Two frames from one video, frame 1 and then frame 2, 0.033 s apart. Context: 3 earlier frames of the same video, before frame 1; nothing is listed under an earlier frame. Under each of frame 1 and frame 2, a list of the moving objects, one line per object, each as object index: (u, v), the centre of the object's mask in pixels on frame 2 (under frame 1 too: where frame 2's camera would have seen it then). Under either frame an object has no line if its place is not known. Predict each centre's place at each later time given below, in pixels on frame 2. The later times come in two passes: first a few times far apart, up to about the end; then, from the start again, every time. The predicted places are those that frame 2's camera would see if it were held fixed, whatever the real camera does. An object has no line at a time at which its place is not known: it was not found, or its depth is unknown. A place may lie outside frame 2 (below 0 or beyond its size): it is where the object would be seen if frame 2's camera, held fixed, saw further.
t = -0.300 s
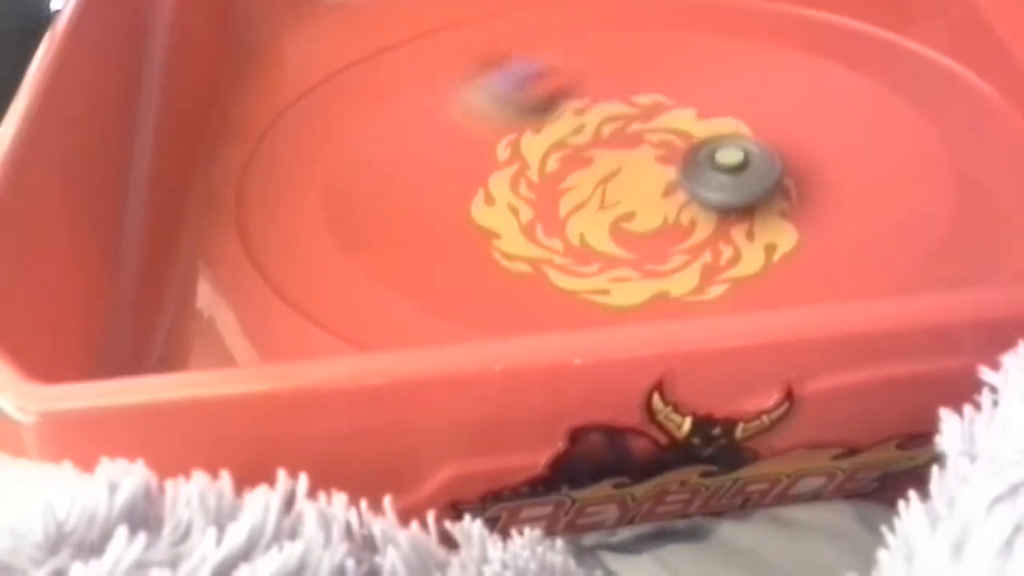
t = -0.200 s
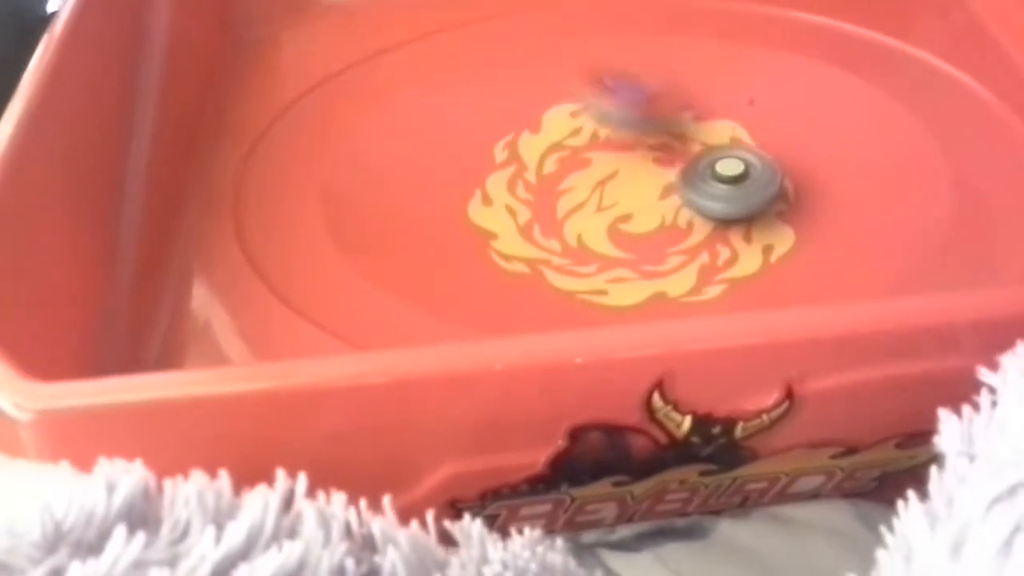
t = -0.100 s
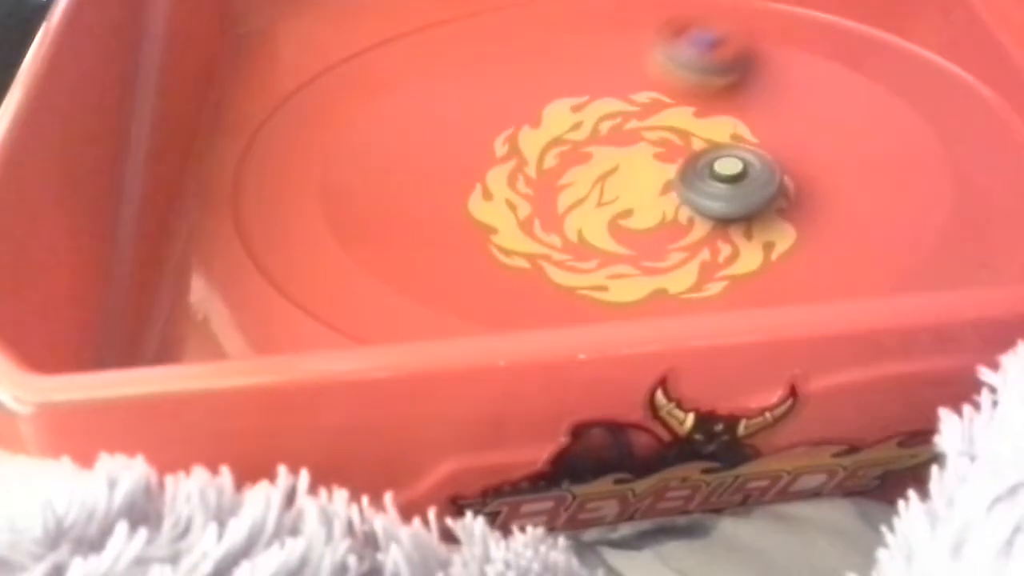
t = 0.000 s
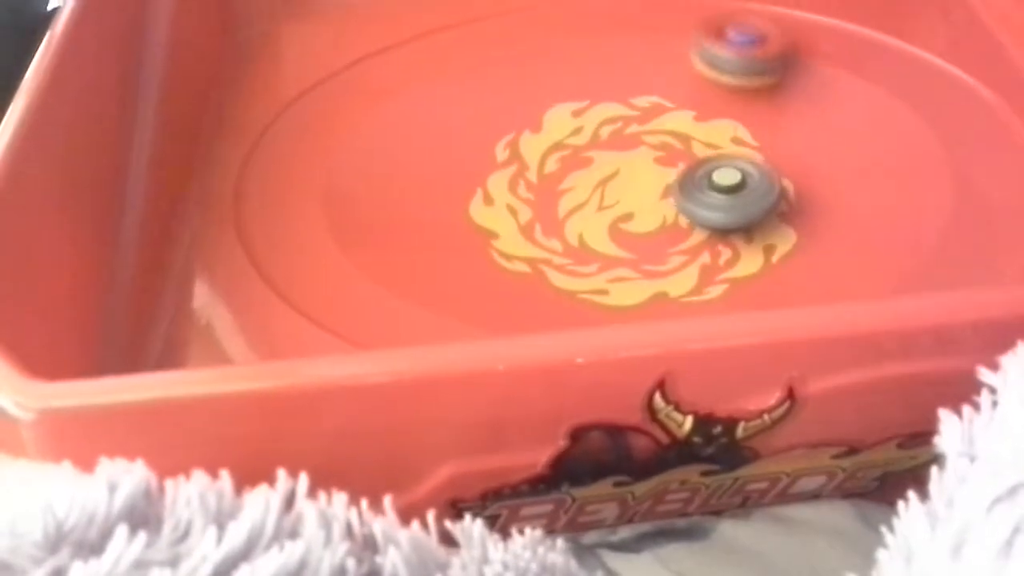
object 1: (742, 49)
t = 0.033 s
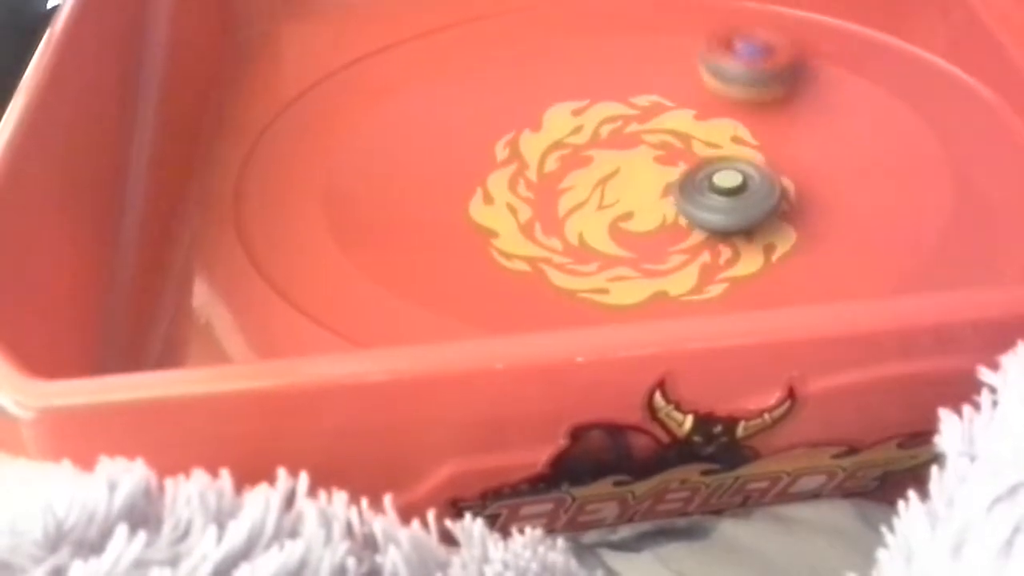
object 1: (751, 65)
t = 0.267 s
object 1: (703, 86)
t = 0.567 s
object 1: (491, 89)
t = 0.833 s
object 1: (464, 235)
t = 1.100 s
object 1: (786, 164)
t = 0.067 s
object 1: (754, 82)
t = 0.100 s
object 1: (752, 102)
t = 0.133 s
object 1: (742, 121)
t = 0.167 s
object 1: (728, 132)
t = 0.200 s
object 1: (722, 118)
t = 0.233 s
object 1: (713, 100)
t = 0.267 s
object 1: (703, 86)
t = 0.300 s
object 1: (693, 77)
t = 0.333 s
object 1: (671, 68)
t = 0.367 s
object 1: (652, 64)
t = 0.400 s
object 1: (629, 63)
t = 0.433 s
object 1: (604, 63)
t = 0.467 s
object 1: (577, 68)
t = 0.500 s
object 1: (549, 75)
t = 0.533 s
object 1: (519, 82)
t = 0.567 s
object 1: (491, 89)
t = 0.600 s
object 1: (461, 98)
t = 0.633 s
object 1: (432, 110)
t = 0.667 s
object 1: (408, 127)
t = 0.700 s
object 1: (392, 147)
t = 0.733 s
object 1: (389, 172)
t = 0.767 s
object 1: (403, 194)
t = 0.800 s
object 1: (426, 216)
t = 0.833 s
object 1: (464, 235)
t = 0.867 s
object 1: (507, 248)
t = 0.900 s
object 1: (556, 256)
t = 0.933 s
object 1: (603, 249)
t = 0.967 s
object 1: (640, 234)
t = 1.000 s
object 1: (693, 213)
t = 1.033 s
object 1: (732, 205)
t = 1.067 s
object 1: (759, 185)
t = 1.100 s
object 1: (786, 164)
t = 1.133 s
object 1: (804, 140)
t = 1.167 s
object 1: (809, 122)
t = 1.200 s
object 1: (807, 100)
